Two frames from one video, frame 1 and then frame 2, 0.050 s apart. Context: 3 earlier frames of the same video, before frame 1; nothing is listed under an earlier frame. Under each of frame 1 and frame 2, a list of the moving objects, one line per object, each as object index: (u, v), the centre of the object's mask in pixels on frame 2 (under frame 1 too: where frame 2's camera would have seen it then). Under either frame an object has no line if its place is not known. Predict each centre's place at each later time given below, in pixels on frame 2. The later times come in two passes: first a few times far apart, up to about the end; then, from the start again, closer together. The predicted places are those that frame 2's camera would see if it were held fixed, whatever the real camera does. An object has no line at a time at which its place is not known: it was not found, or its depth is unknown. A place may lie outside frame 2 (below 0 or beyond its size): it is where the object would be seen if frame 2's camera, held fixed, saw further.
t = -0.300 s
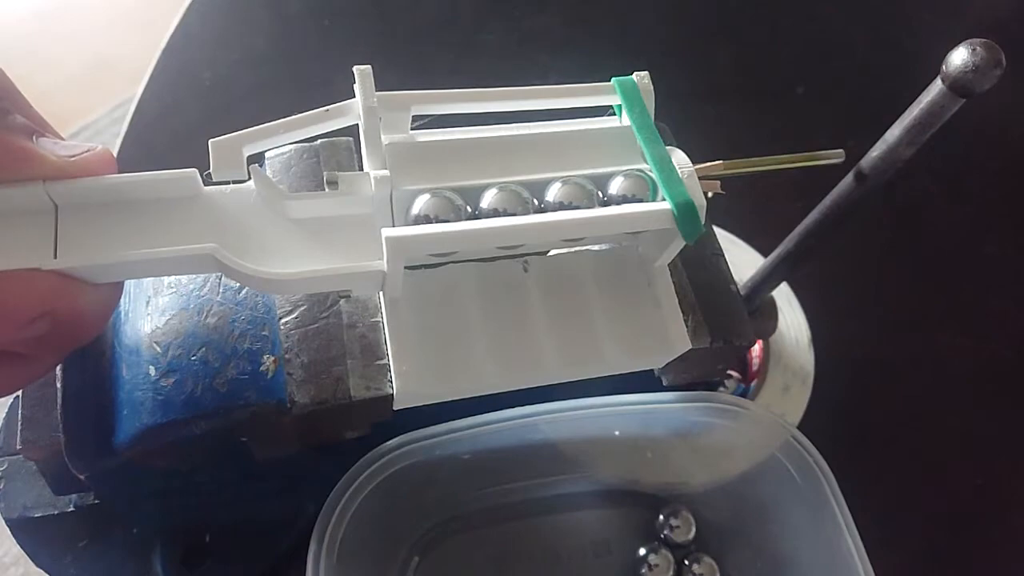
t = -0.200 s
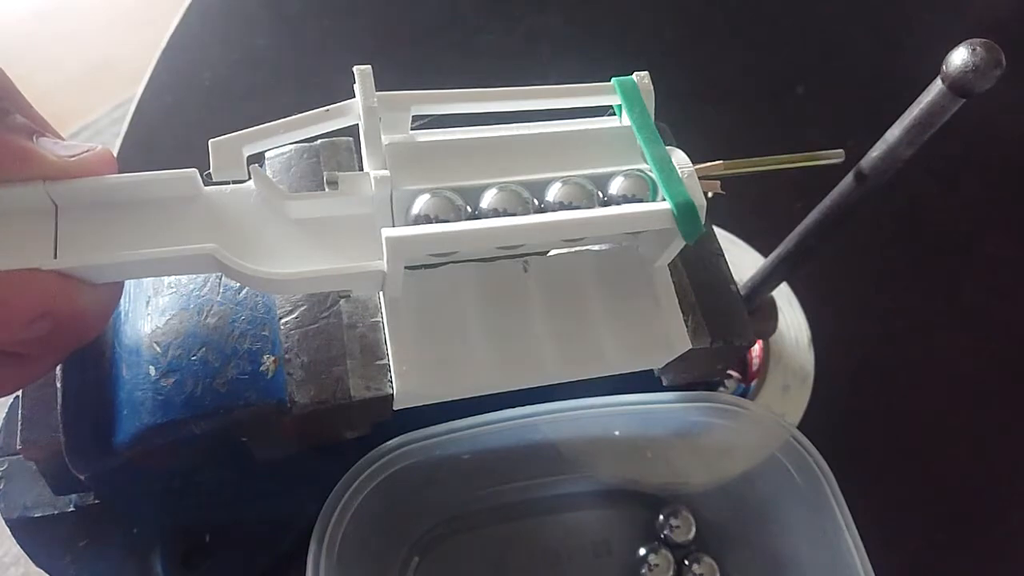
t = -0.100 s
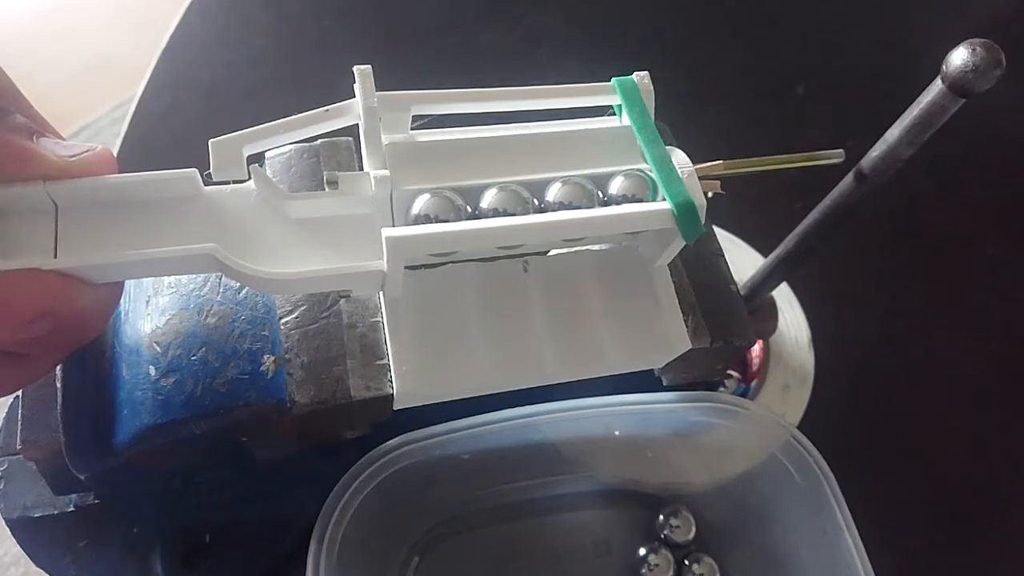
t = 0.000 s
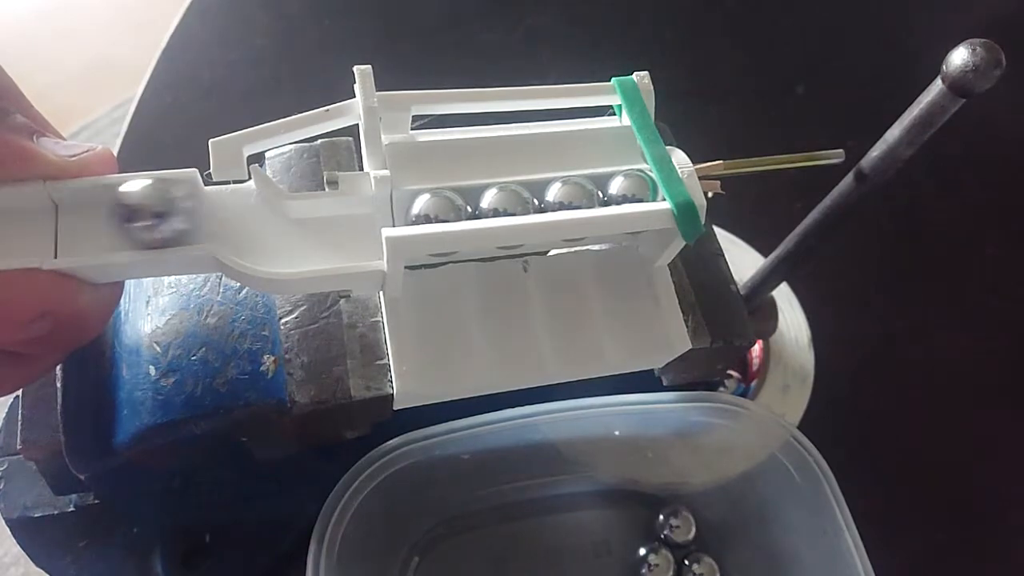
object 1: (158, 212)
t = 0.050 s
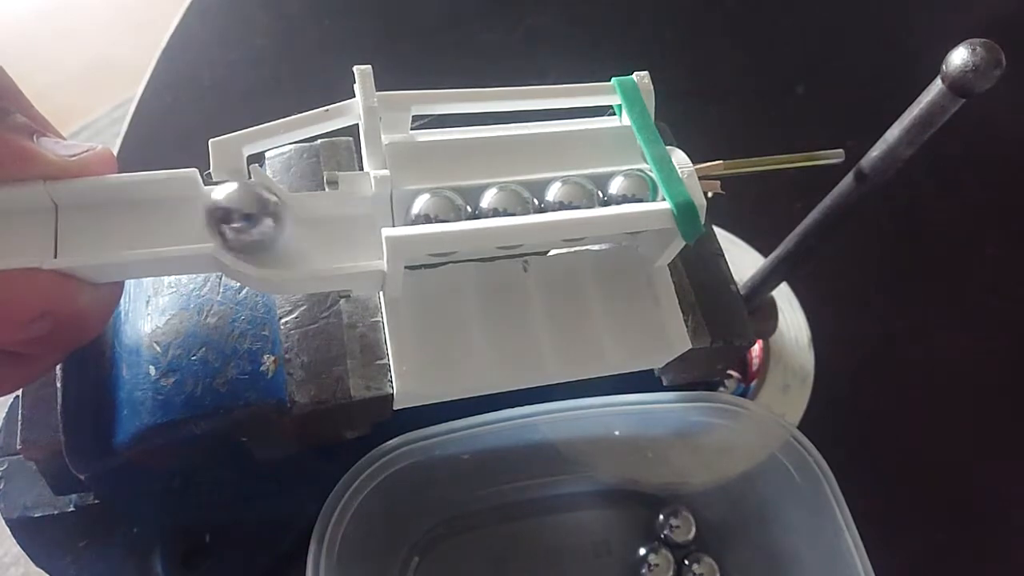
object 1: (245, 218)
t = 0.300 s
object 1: (327, 232)
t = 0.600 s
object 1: (365, 226)
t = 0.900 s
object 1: (365, 225)
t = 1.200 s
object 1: (365, 226)
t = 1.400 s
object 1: (365, 226)
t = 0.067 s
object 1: (253, 225)
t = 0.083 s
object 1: (267, 232)
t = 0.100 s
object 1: (283, 235)
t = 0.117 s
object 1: (302, 233)
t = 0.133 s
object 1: (320, 231)
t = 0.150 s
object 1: (340, 229)
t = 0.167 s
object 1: (356, 228)
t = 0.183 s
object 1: (361, 226)
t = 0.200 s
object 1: (352, 228)
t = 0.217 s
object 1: (344, 229)
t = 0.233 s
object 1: (335, 230)
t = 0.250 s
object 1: (331, 231)
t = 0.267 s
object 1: (329, 231)
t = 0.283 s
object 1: (328, 232)
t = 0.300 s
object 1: (327, 232)
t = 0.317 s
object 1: (328, 232)
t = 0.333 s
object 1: (329, 232)
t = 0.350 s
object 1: (331, 232)
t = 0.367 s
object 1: (334, 231)
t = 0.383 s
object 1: (338, 231)
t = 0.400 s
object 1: (342, 231)
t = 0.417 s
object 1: (347, 230)
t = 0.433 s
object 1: (353, 229)
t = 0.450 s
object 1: (357, 228)
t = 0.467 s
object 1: (363, 227)
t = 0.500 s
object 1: (360, 227)
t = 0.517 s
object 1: (360, 227)
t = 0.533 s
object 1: (360, 227)
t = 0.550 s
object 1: (360, 227)
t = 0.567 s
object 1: (362, 227)
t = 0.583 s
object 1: (364, 226)
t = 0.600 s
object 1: (365, 226)
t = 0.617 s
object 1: (365, 226)
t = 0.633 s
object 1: (365, 226)
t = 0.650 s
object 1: (365, 226)
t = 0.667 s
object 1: (365, 225)
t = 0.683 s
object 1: (365, 225)
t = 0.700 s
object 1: (365, 225)
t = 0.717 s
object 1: (366, 225)
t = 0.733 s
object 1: (366, 225)
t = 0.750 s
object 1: (365, 225)
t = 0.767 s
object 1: (365, 226)
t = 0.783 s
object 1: (365, 225)
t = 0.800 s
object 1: (365, 225)
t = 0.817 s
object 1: (365, 225)
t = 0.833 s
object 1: (365, 225)
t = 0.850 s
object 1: (365, 225)
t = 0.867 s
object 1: (365, 225)
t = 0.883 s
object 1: (365, 225)
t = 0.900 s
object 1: (365, 225)
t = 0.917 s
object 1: (365, 225)
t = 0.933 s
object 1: (365, 225)
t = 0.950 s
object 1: (365, 226)
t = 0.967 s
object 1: (365, 226)
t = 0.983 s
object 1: (365, 226)
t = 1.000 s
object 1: (365, 226)
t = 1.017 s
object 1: (365, 225)
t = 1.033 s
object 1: (365, 226)
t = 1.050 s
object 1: (365, 226)
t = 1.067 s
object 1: (365, 226)
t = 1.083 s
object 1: (365, 226)
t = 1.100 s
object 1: (365, 225)
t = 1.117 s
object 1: (365, 226)
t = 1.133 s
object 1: (365, 226)
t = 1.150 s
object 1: (365, 225)
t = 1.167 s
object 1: (365, 226)
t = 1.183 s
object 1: (365, 226)
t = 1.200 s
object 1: (365, 226)
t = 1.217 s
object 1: (365, 226)
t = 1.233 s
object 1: (365, 226)
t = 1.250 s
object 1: (365, 226)
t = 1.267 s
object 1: (365, 226)
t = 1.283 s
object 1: (365, 226)
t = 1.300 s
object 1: (365, 226)
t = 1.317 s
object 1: (365, 226)
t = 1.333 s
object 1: (365, 226)
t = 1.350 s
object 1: (365, 226)
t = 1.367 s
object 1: (365, 226)
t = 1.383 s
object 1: (365, 226)
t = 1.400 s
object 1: (365, 226)
